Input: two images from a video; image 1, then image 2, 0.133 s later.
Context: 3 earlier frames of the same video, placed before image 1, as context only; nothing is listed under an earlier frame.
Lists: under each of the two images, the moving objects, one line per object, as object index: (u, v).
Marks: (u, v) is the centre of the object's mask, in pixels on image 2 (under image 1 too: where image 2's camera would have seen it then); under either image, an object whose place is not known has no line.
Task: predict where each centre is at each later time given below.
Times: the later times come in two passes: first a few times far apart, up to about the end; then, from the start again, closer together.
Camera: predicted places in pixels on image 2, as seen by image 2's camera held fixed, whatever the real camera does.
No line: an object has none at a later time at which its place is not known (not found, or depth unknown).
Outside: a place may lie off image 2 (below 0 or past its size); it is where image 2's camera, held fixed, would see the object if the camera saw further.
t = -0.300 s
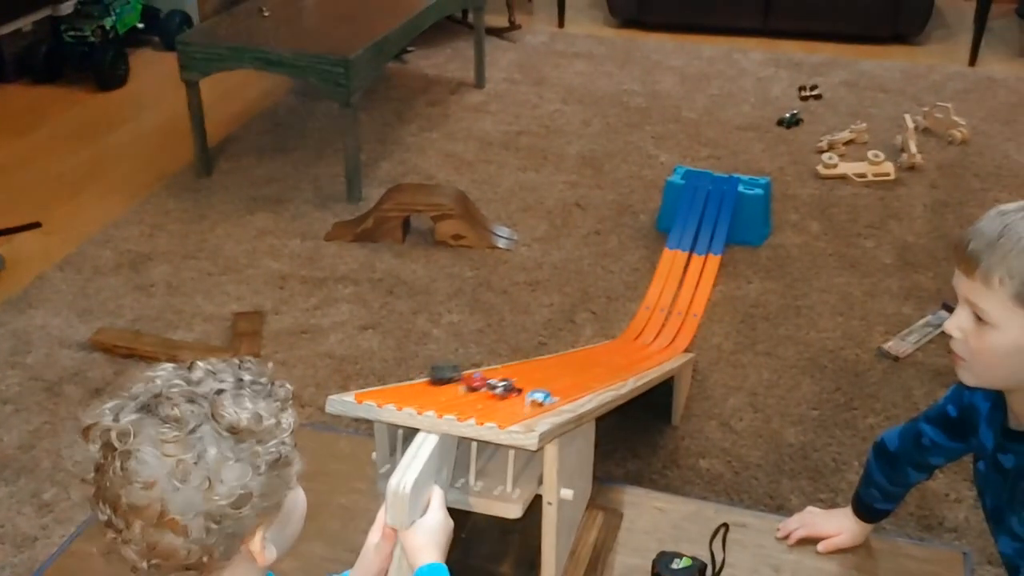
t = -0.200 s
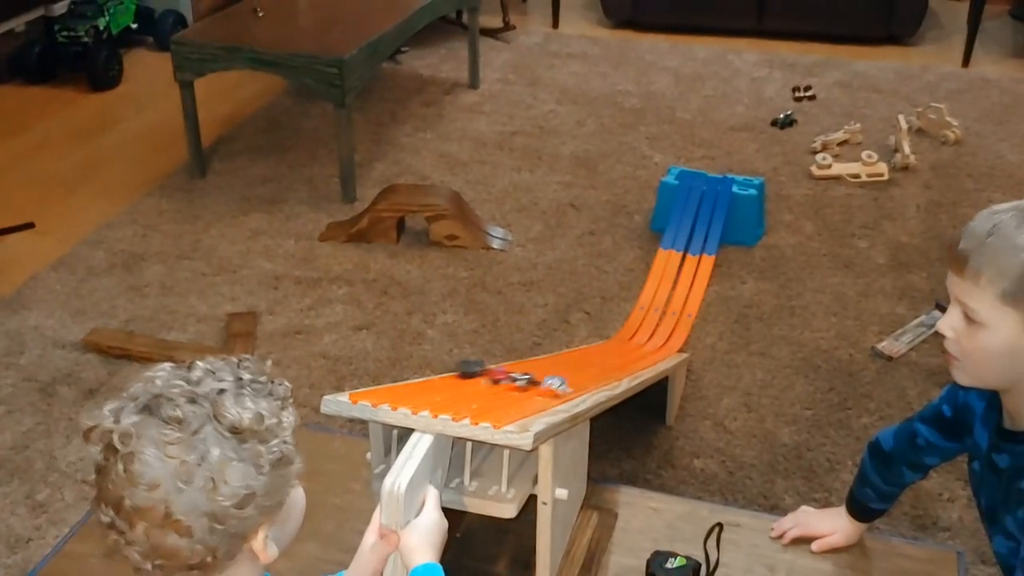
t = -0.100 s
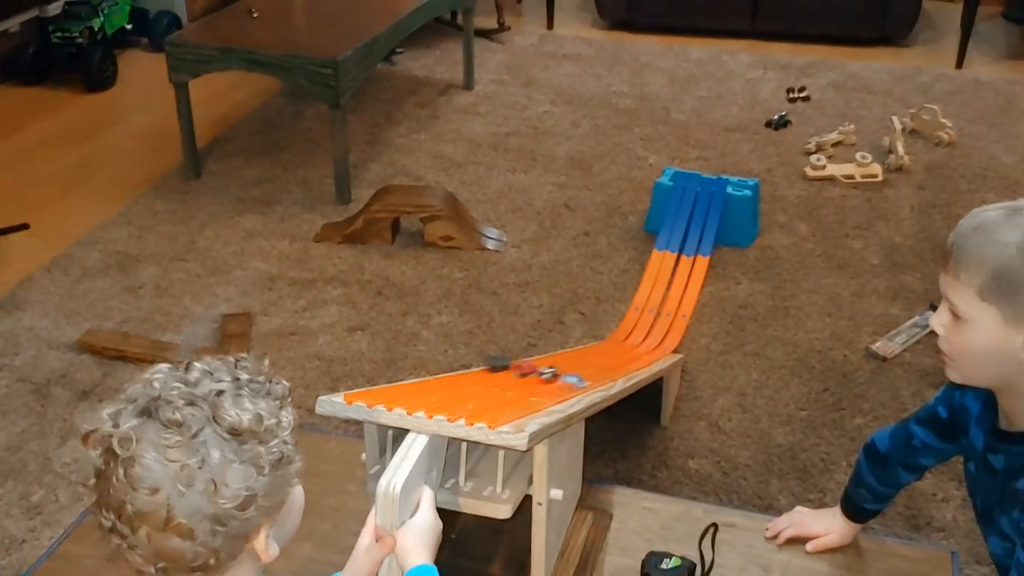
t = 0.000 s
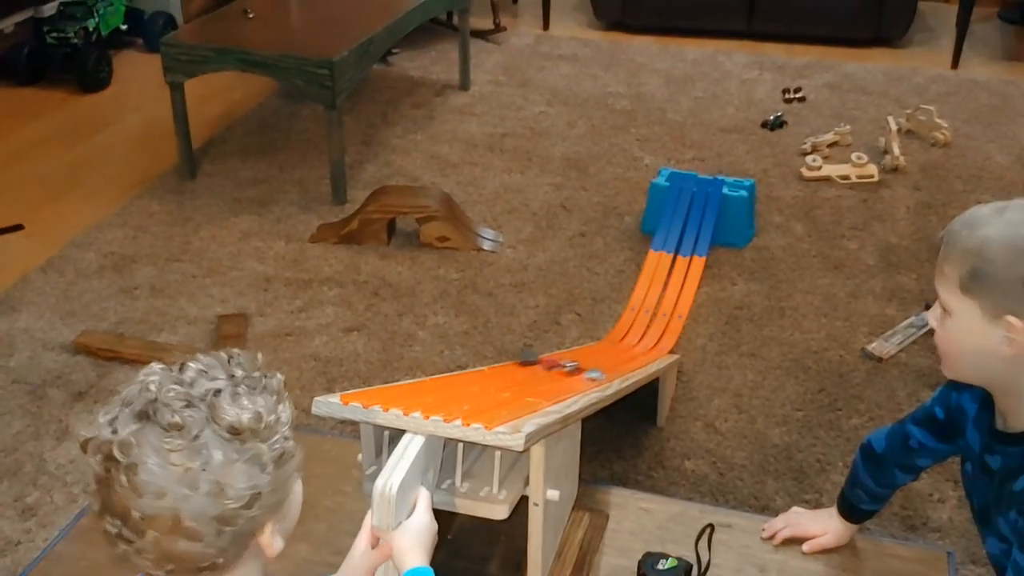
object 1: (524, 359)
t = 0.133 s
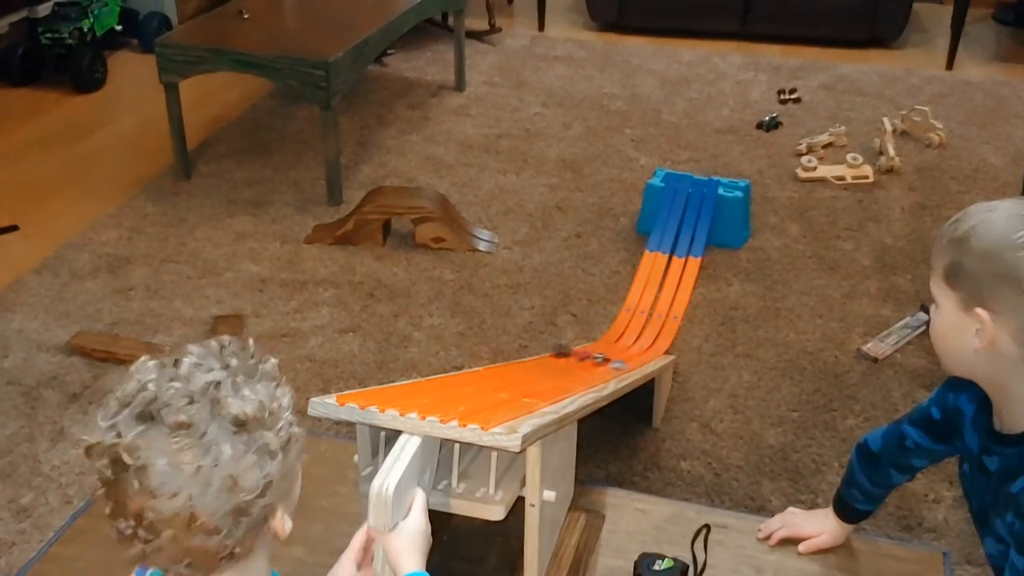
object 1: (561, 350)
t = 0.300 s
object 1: (601, 341)
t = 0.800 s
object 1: (704, 99)
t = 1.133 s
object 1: (728, 94)
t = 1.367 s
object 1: (733, 99)
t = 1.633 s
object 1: (751, 89)
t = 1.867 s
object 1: (753, 84)
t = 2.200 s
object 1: (753, 86)
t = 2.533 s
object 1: (753, 86)
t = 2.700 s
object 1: (753, 86)
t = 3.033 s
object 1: (753, 86)
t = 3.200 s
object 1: (753, 86)
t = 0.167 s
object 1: (571, 348)
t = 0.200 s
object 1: (579, 348)
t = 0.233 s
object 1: (586, 346)
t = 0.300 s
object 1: (601, 341)
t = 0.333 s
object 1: (610, 337)
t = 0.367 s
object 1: (618, 326)
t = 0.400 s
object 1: (627, 309)
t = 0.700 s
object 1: (690, 120)
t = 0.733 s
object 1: (695, 110)
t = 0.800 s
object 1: (704, 99)
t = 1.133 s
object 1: (728, 94)
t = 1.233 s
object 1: (732, 89)
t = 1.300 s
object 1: (732, 98)
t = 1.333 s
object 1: (732, 102)
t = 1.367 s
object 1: (733, 99)
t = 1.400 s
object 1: (734, 96)
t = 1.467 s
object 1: (738, 92)
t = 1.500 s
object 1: (740, 91)
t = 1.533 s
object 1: (744, 87)
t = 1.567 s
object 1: (747, 86)
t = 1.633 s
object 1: (751, 89)
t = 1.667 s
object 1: (753, 87)
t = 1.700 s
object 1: (753, 86)
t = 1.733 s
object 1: (753, 86)
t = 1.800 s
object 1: (754, 84)
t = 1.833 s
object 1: (754, 84)
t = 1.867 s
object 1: (753, 84)
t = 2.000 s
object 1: (754, 86)
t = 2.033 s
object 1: (754, 86)
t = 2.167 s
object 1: (753, 86)
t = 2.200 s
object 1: (753, 86)
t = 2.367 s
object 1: (753, 86)
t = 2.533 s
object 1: (753, 86)
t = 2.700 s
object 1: (753, 86)
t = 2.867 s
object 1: (754, 86)
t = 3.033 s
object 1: (753, 86)
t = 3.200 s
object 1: (753, 86)
